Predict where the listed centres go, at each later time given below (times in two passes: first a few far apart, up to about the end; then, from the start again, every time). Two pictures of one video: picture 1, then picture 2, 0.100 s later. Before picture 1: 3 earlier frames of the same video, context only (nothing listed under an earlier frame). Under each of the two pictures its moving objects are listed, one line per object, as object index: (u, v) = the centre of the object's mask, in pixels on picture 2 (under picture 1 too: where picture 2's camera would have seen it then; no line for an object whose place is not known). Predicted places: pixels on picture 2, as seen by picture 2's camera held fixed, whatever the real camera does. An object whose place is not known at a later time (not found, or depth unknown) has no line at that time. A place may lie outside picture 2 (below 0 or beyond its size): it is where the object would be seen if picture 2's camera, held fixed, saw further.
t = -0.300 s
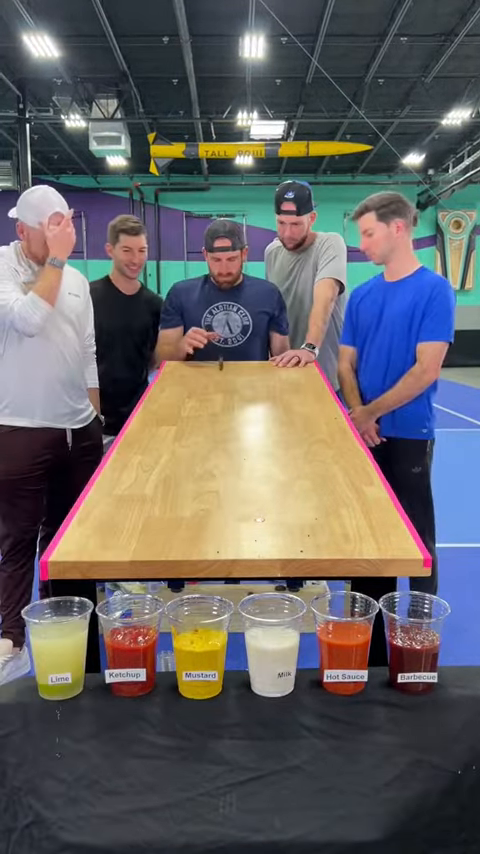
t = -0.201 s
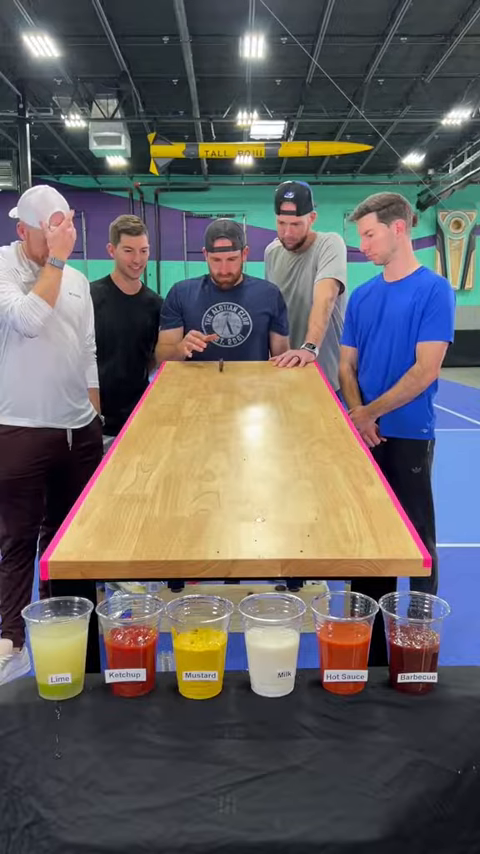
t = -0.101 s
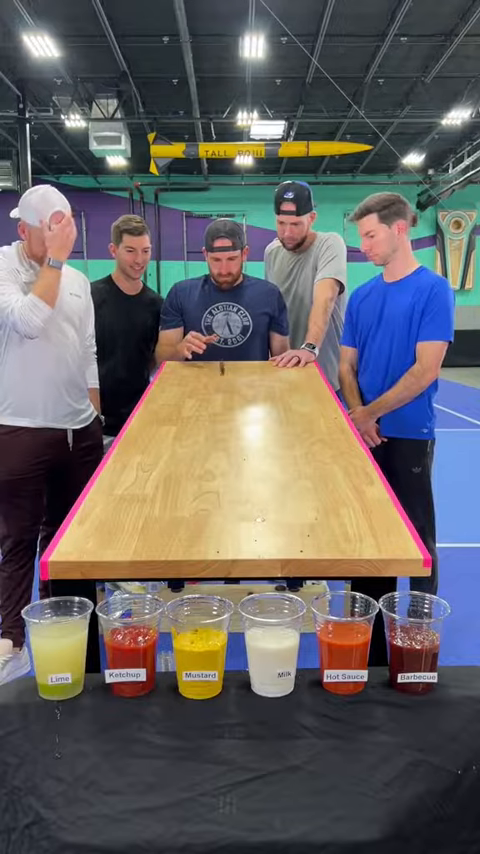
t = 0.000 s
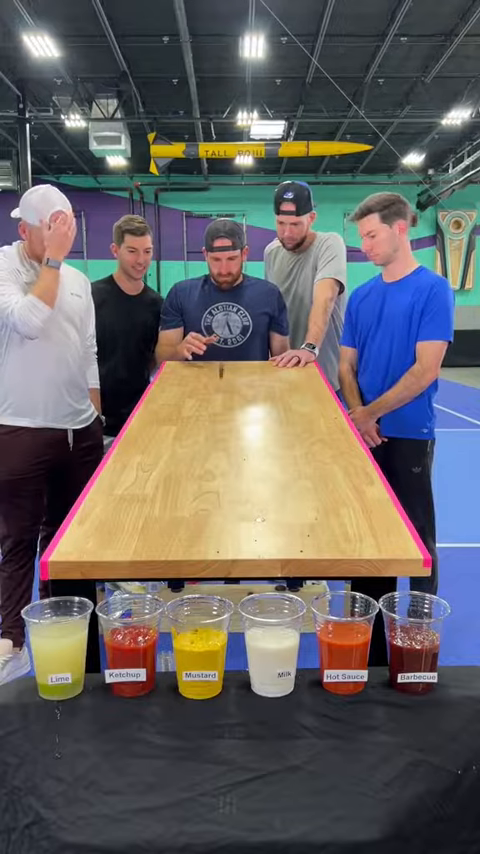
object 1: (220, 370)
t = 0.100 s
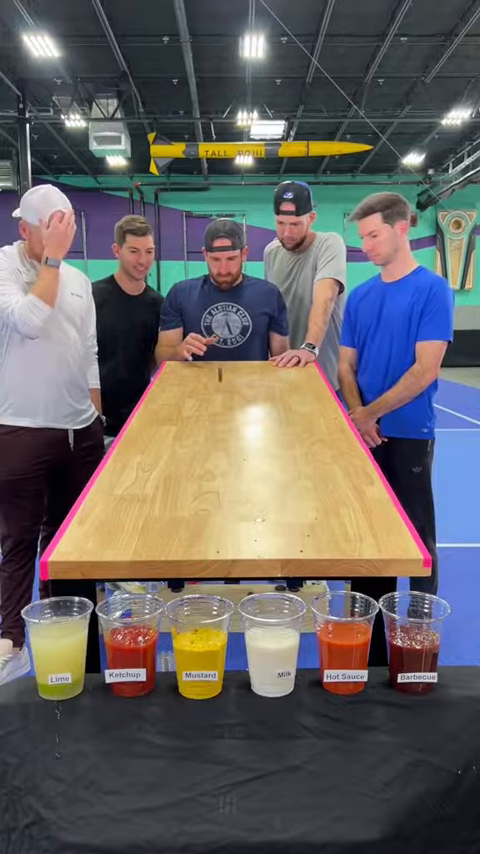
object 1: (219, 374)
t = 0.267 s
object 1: (216, 381)
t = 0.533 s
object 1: (206, 397)
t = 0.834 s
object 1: (188, 423)
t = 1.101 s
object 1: (160, 458)
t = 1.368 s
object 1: (114, 518)
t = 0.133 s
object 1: (219, 375)
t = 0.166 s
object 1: (218, 378)
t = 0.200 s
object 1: (217, 379)
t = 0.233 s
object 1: (216, 379)
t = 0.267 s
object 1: (216, 381)
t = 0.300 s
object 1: (215, 383)
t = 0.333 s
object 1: (214, 384)
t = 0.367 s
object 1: (213, 387)
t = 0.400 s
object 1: (211, 388)
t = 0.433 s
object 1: (211, 390)
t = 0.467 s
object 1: (210, 392)
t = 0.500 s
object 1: (208, 394)
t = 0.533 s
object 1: (206, 397)
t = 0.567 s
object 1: (205, 399)
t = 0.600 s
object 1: (203, 402)
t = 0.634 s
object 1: (201, 404)
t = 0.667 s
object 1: (199, 403)
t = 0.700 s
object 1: (198, 410)
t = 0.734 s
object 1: (195, 412)
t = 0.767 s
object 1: (193, 416)
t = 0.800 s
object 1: (191, 419)
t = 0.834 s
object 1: (188, 423)
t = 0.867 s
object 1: (185, 426)
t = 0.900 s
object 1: (182, 430)
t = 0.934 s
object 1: (179, 434)
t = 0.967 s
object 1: (176, 438)
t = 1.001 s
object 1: (172, 443)
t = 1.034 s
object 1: (169, 448)
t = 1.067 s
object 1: (165, 453)
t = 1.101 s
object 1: (160, 458)
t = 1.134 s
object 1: (156, 464)
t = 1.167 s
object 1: (151, 470)
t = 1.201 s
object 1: (146, 476)
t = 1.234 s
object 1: (140, 484)
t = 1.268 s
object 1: (134, 492)
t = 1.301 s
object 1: (128, 499)
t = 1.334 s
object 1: (121, 508)
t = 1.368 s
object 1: (114, 518)
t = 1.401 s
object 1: (105, 528)
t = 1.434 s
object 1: (97, 539)
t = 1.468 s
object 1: (87, 553)
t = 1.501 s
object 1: (76, 578)
